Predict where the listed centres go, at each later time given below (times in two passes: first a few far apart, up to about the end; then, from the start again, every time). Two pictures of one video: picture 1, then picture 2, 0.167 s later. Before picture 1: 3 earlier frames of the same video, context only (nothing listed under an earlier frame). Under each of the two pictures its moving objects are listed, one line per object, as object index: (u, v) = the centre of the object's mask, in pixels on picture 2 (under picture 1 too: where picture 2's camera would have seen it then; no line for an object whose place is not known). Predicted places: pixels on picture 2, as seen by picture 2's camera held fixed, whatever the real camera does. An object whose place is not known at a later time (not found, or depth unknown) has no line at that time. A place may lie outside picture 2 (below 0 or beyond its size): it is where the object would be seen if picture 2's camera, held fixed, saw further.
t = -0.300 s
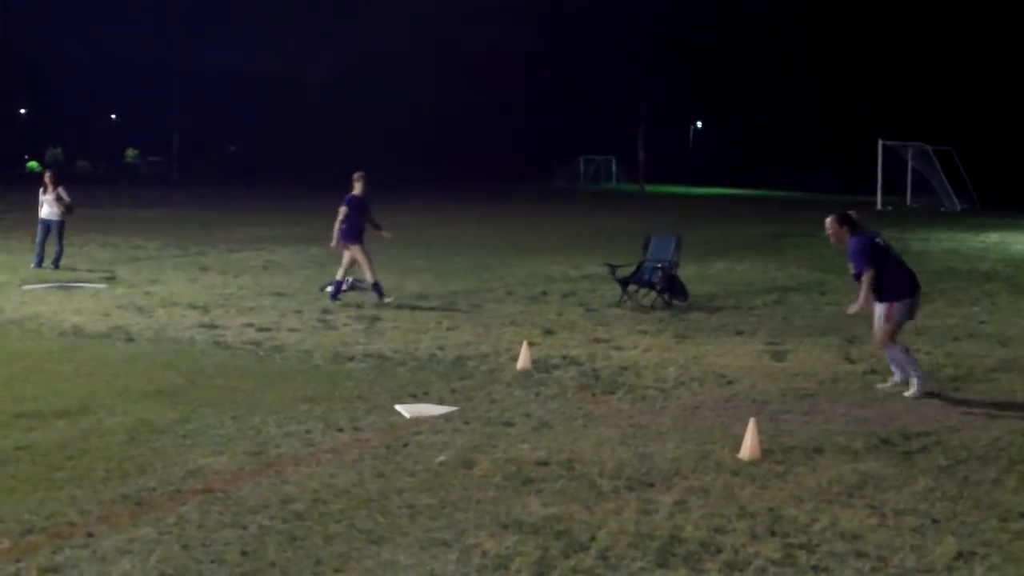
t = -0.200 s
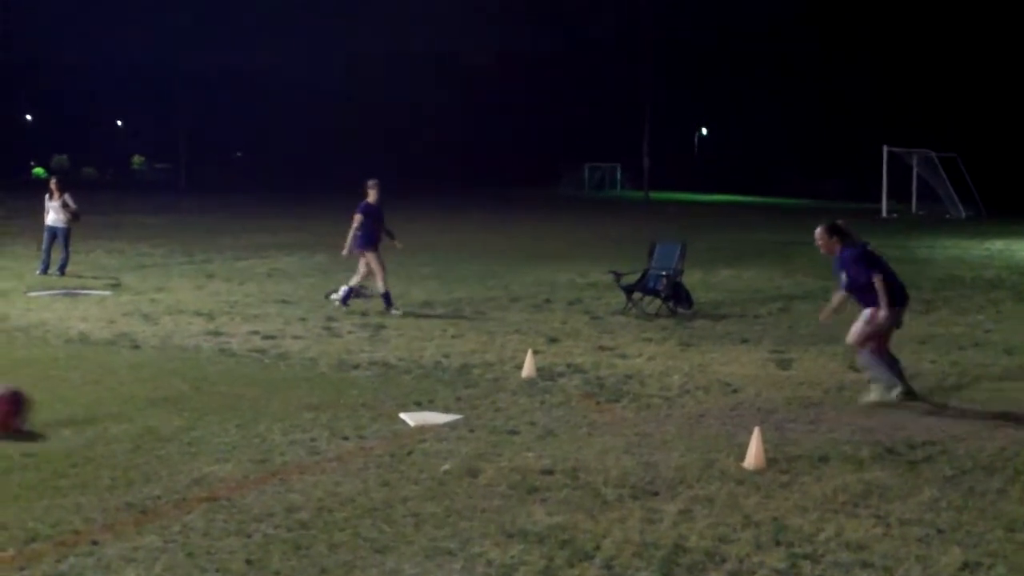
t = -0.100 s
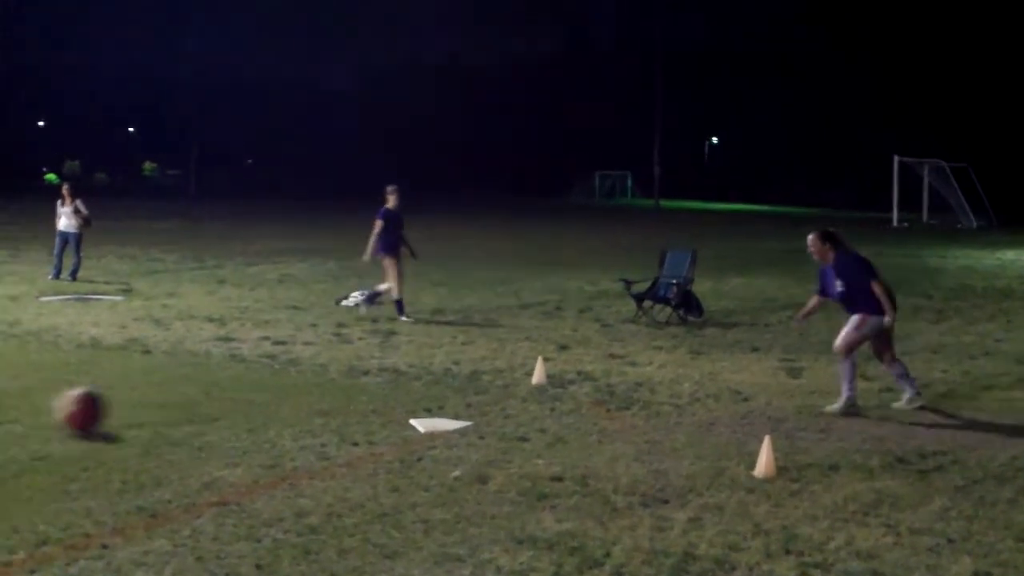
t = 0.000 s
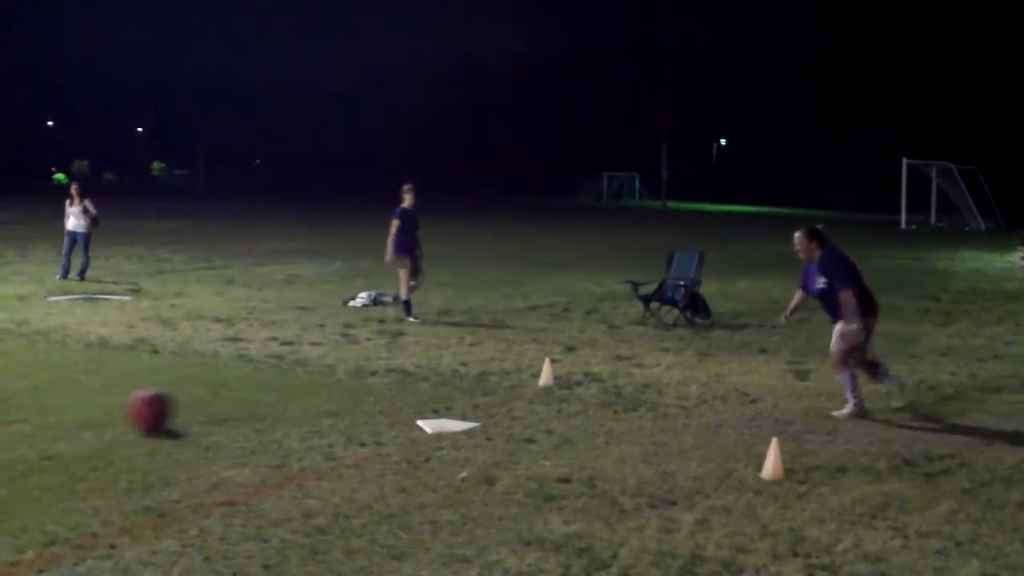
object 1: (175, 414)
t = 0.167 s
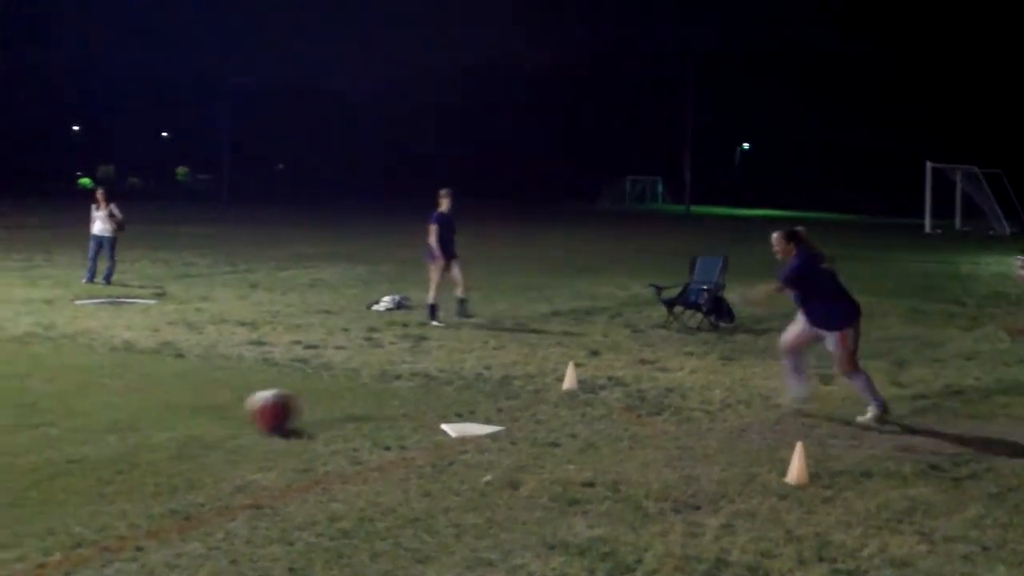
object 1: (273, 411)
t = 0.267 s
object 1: (324, 408)
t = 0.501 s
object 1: (440, 407)
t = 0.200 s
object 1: (290, 411)
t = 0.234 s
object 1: (306, 409)
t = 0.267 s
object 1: (324, 408)
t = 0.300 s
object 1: (343, 409)
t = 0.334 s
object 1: (360, 409)
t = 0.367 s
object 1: (378, 408)
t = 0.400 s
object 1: (394, 407)
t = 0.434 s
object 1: (411, 407)
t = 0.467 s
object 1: (426, 408)
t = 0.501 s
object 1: (440, 407)
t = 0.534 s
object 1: (457, 402)
